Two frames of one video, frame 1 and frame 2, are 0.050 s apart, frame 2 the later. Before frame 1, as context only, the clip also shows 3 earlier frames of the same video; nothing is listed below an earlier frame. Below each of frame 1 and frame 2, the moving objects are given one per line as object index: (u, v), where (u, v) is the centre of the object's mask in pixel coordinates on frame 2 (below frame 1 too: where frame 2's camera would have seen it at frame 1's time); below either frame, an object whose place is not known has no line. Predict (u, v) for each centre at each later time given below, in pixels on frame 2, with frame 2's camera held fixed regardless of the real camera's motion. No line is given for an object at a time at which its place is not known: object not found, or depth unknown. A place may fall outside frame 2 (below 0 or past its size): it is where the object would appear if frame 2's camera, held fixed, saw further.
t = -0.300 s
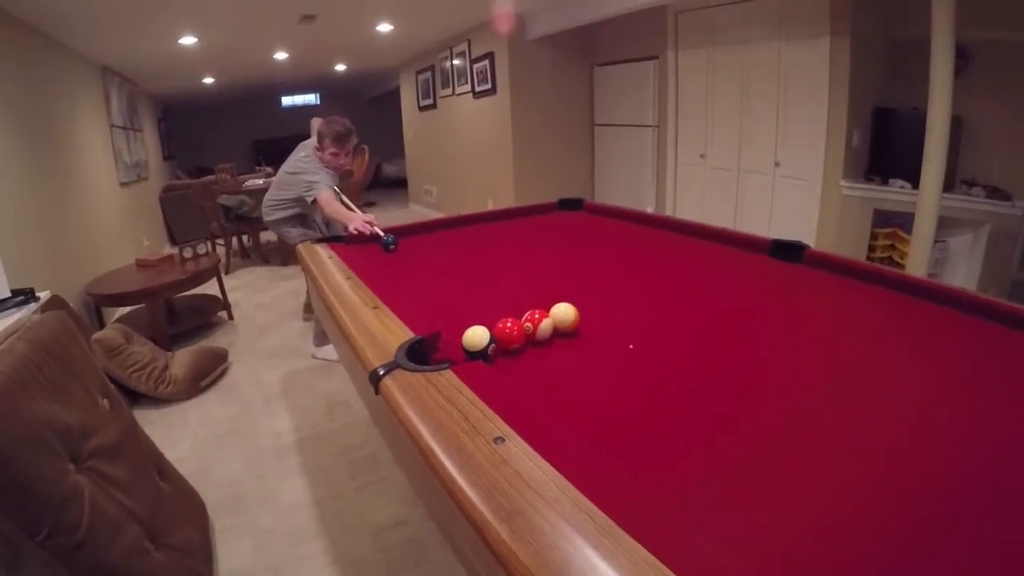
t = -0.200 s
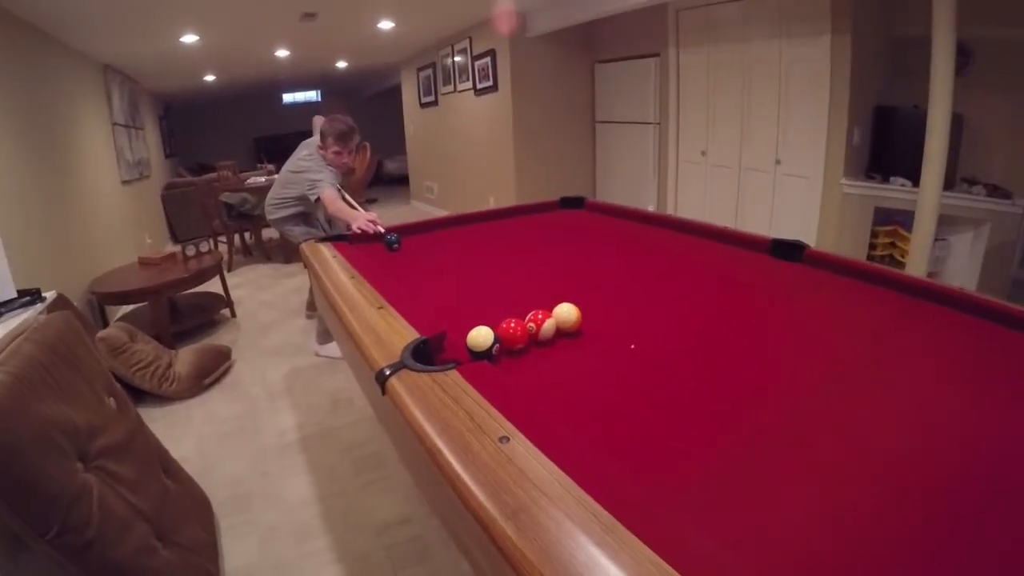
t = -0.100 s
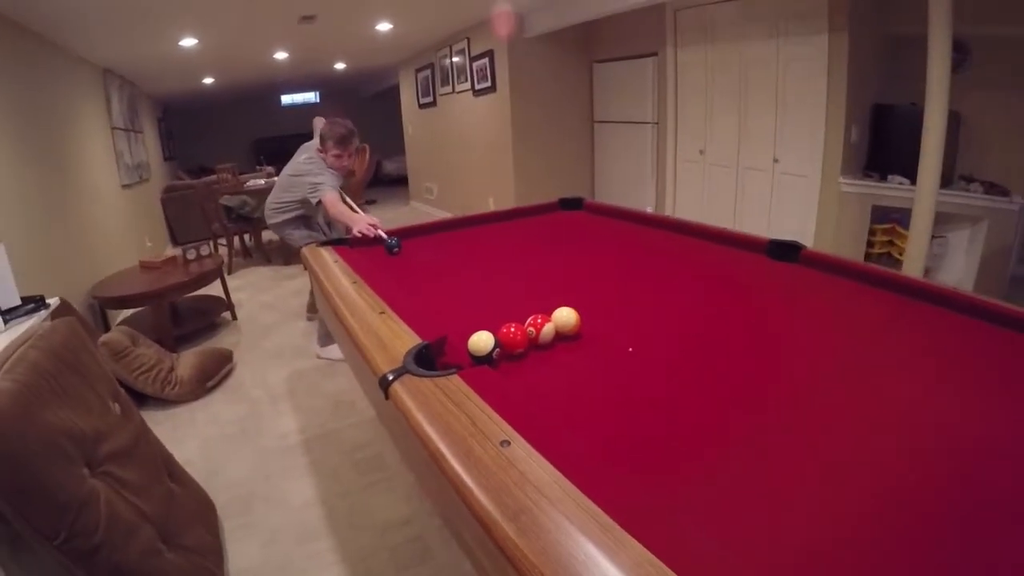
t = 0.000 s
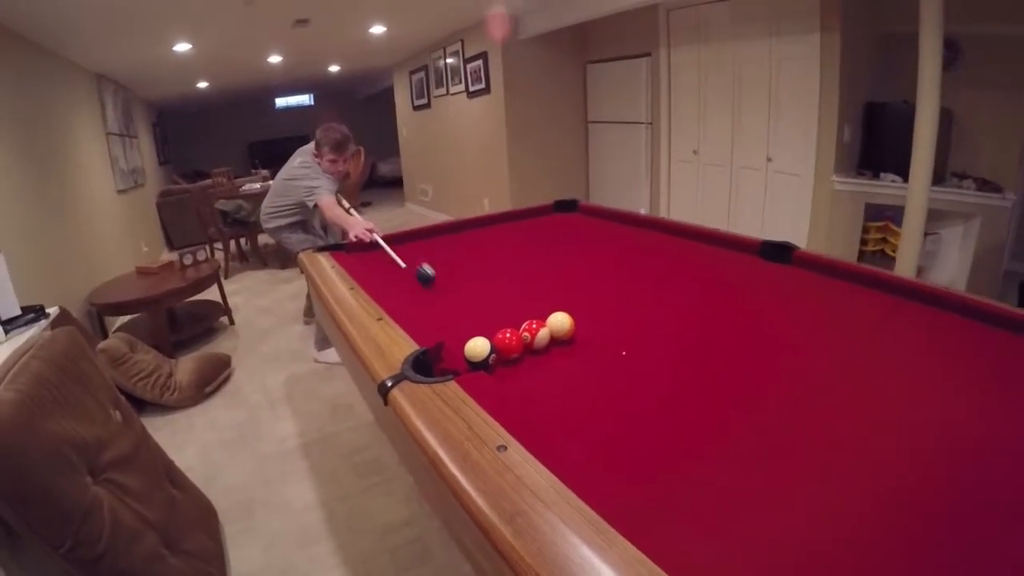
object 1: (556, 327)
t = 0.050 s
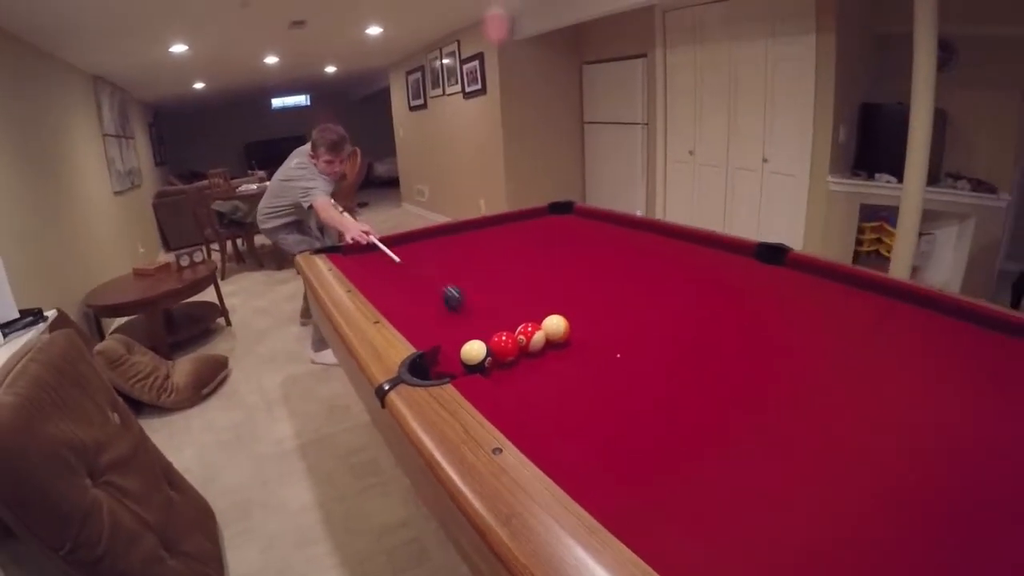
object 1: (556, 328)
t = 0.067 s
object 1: (555, 329)
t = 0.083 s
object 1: (555, 329)
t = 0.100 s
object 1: (555, 329)
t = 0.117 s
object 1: (559, 327)
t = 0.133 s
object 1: (567, 326)
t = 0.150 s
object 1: (576, 323)
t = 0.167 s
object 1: (585, 320)
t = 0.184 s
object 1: (593, 317)
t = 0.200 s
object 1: (600, 316)
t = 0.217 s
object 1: (607, 313)
